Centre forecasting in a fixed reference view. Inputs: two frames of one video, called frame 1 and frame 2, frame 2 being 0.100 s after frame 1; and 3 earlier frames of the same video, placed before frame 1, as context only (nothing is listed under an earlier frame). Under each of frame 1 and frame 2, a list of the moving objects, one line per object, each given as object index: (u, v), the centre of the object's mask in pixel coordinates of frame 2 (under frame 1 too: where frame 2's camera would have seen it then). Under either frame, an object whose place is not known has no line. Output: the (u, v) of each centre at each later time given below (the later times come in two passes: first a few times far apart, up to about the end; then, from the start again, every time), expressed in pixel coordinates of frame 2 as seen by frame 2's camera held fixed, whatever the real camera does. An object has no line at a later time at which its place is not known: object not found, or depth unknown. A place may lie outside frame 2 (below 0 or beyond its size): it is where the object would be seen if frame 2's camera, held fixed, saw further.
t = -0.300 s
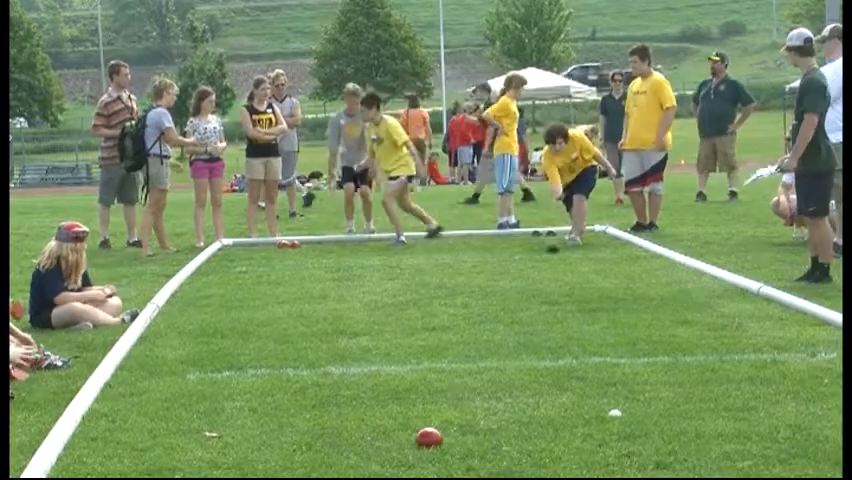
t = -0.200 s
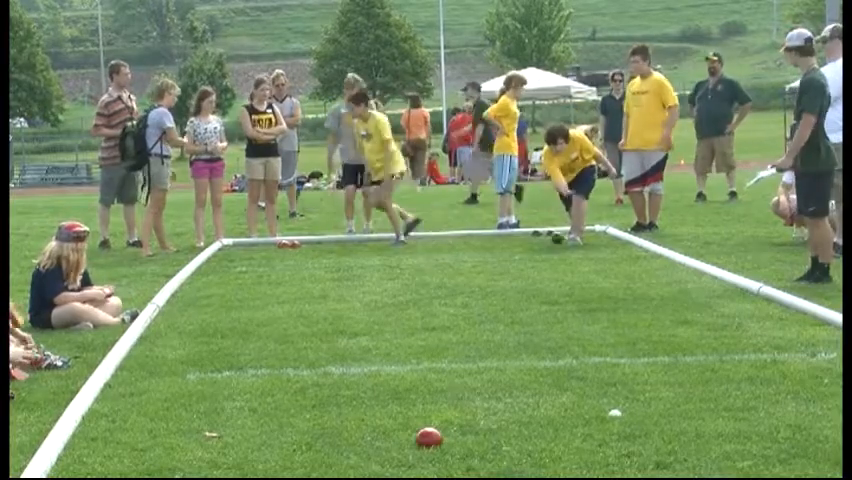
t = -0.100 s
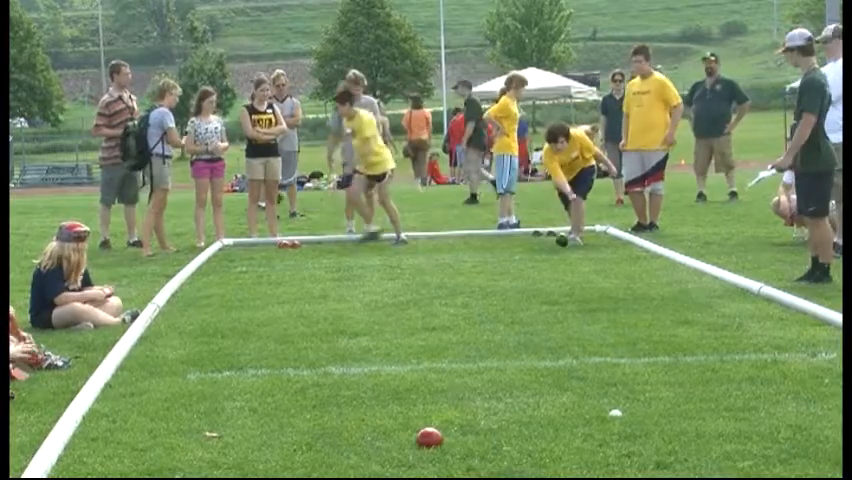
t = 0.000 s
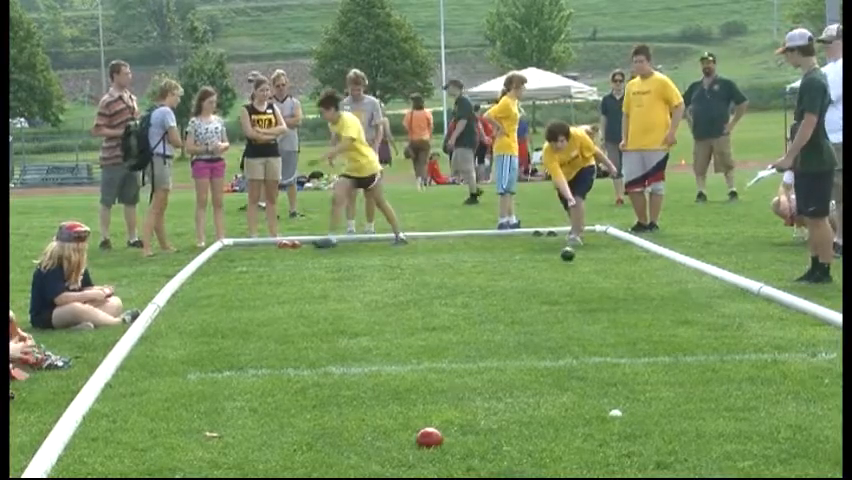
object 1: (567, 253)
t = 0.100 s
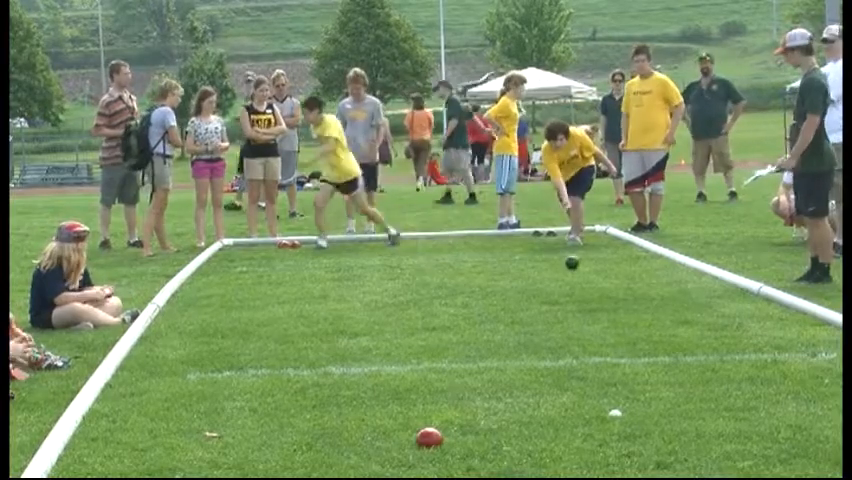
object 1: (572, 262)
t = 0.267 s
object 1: (579, 260)
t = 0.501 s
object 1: (591, 283)
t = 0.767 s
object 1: (605, 300)
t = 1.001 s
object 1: (615, 312)
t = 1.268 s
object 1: (628, 329)
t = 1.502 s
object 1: (639, 343)
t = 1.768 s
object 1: (654, 357)
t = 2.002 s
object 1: (668, 371)
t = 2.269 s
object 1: (685, 381)
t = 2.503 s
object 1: (697, 388)
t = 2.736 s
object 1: (701, 394)
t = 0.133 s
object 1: (573, 259)
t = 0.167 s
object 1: (575, 256)
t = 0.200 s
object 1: (575, 256)
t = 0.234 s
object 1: (577, 257)
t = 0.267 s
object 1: (579, 260)
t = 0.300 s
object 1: (581, 264)
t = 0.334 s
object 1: (582, 270)
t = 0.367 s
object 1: (584, 277)
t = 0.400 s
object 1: (586, 280)
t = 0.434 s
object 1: (587, 280)
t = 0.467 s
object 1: (589, 281)
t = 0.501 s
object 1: (591, 283)
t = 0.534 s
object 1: (592, 286)
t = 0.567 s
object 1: (595, 289)
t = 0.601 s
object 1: (597, 292)
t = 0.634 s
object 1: (599, 292)
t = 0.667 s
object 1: (600, 293)
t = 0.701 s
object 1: (601, 295)
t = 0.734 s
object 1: (603, 297)
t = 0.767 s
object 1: (605, 300)
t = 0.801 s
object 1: (607, 302)
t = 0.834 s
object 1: (608, 303)
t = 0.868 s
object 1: (610, 304)
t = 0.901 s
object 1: (612, 307)
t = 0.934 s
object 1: (614, 310)
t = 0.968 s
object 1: (615, 312)
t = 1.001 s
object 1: (615, 312)
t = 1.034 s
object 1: (617, 314)
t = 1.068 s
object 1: (619, 317)
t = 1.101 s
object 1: (621, 320)
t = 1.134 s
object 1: (623, 321)
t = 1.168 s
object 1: (624, 321)
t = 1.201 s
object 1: (625, 323)
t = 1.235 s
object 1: (627, 326)
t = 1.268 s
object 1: (628, 329)
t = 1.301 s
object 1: (631, 331)
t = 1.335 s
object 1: (632, 333)
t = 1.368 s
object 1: (633, 334)
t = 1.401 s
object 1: (634, 336)
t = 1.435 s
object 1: (635, 338)
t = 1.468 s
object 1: (637, 341)
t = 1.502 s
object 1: (639, 343)
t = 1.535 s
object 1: (639, 345)
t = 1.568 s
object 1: (642, 347)
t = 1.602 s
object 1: (644, 350)
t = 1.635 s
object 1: (646, 351)
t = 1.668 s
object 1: (648, 352)
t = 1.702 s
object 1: (650, 354)
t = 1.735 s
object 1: (652, 355)
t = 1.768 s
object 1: (654, 357)
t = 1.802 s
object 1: (656, 360)
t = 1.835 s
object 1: (659, 362)
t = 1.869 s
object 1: (660, 363)
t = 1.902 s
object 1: (662, 364)
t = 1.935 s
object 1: (665, 366)
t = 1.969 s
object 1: (667, 368)
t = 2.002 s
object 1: (668, 371)
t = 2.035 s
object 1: (671, 371)
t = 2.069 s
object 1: (673, 373)
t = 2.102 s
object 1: (675, 374)
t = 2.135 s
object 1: (677, 376)
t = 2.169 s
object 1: (679, 377)
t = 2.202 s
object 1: (681, 379)
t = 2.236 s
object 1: (683, 380)
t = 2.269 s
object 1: (685, 381)
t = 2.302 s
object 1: (688, 382)
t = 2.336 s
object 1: (690, 383)
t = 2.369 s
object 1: (691, 384)
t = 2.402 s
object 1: (693, 385)
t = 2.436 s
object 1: (694, 386)
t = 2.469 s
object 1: (695, 387)
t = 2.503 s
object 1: (697, 388)
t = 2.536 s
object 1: (697, 390)
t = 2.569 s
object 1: (698, 391)
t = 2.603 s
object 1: (699, 391)
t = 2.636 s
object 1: (699, 392)
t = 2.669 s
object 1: (700, 392)
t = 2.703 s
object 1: (701, 394)
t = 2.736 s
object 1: (701, 394)
